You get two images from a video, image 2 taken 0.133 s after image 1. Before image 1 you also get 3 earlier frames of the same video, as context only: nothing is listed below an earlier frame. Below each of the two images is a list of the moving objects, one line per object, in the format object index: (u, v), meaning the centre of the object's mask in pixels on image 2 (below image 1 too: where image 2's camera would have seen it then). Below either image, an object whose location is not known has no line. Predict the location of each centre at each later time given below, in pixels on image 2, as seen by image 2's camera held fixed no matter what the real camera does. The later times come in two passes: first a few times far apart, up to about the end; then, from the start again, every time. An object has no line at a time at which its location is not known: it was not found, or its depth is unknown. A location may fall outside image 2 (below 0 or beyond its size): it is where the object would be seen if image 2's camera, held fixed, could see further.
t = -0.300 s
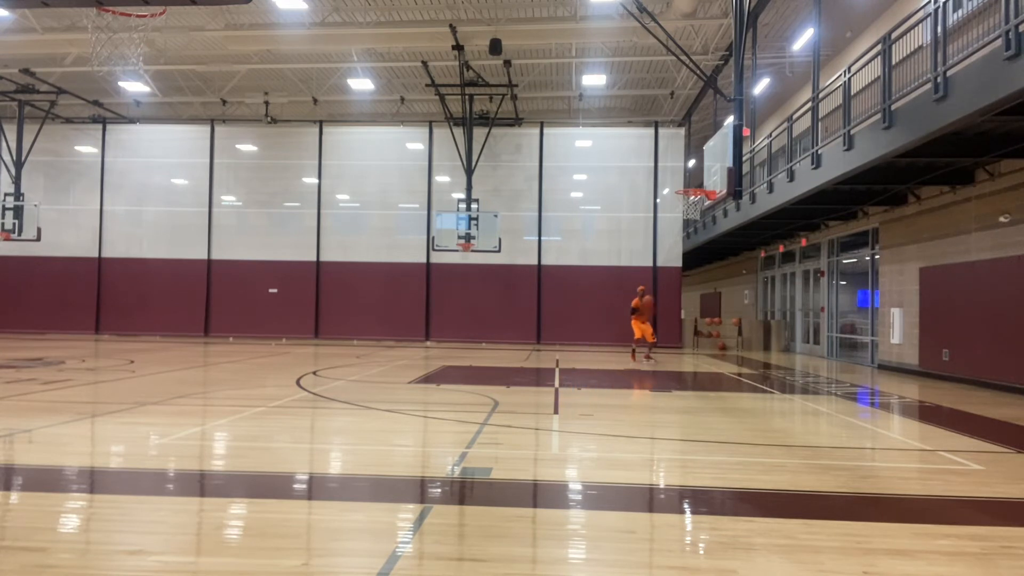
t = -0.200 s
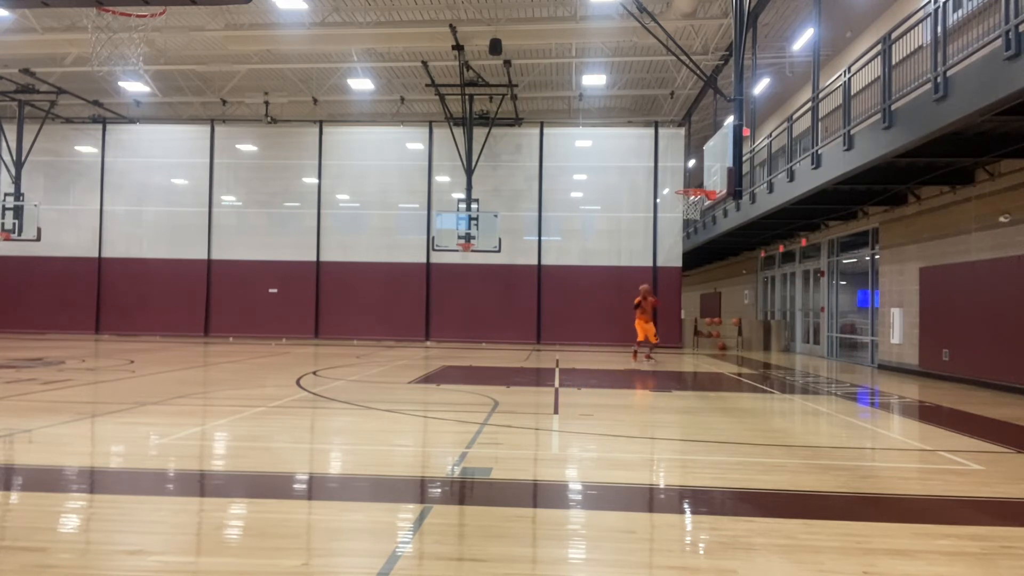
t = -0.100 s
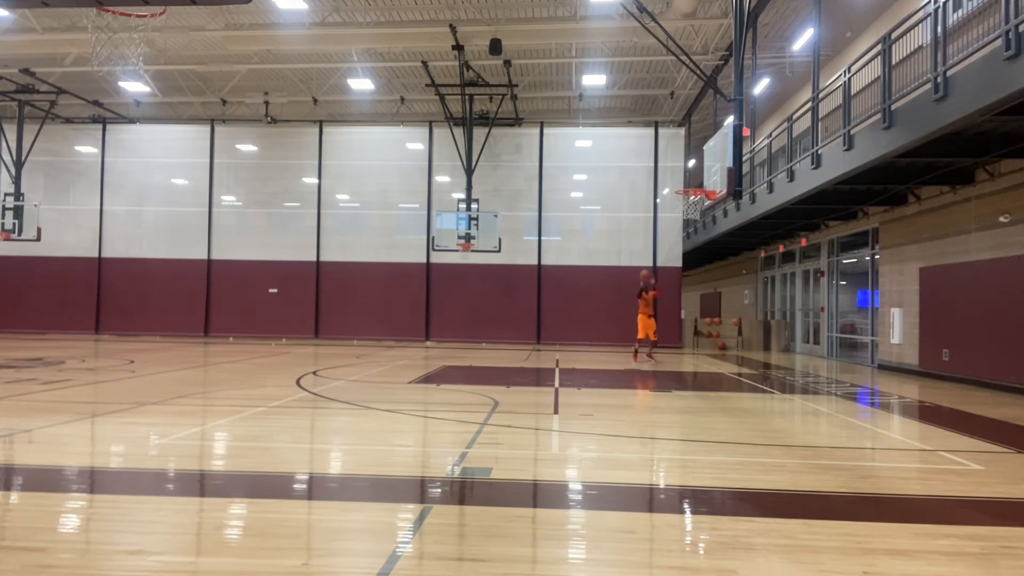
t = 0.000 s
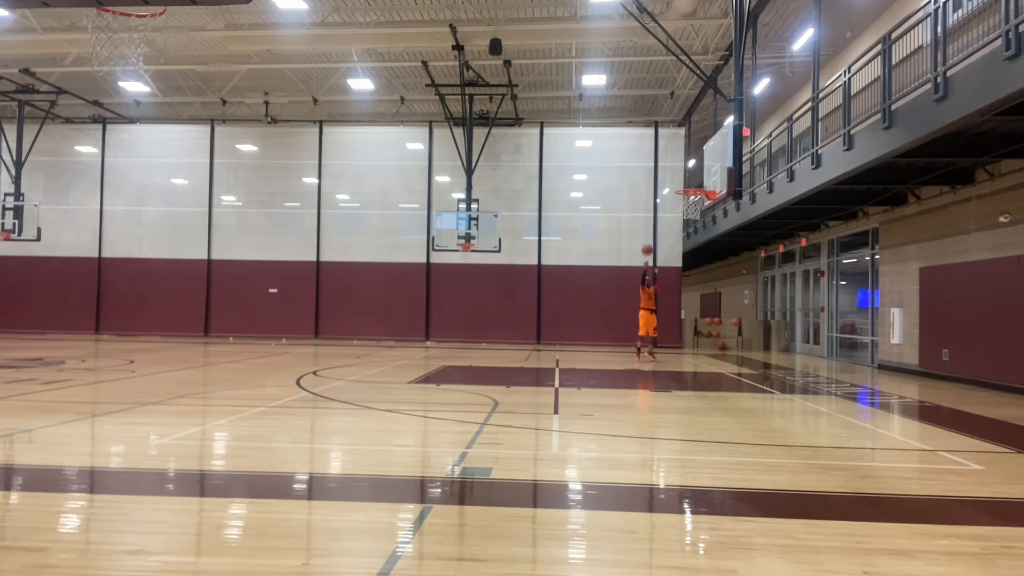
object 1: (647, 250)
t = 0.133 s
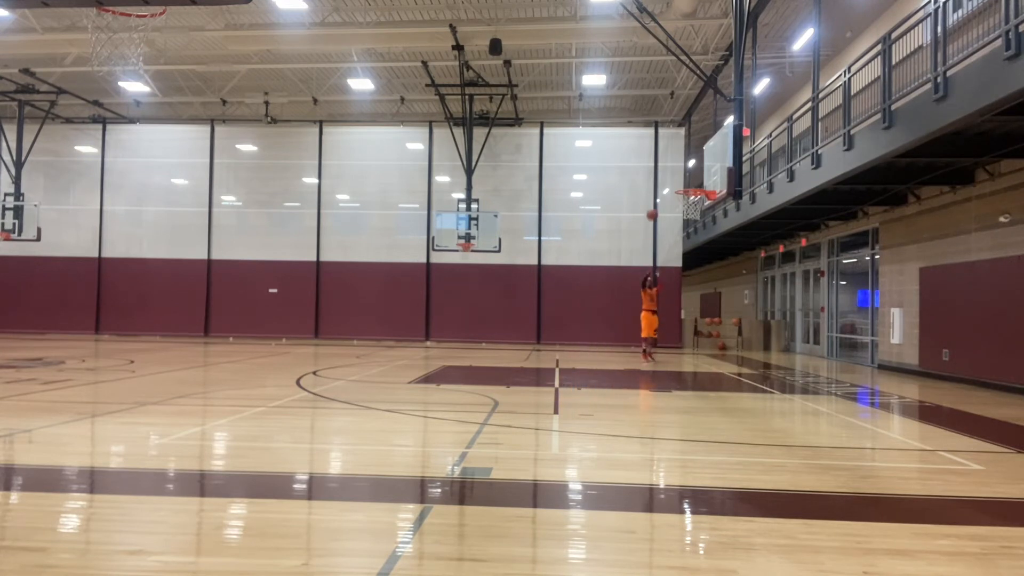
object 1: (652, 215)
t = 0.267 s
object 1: (657, 186)
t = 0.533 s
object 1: (669, 151)
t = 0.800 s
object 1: (680, 151)
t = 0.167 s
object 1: (653, 207)
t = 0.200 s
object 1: (655, 199)
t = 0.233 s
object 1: (656, 192)
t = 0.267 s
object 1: (657, 186)
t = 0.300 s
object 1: (659, 180)
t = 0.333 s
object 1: (660, 174)
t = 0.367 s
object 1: (662, 169)
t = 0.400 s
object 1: (663, 165)
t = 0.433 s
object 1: (664, 161)
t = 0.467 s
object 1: (666, 157)
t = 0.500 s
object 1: (667, 154)
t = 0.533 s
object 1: (669, 151)
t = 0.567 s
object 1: (670, 149)
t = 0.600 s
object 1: (672, 147)
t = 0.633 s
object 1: (673, 147)
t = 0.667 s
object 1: (675, 146)
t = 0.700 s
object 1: (676, 146)
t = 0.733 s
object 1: (677, 147)
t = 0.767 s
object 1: (679, 148)
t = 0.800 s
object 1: (680, 151)
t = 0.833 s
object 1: (681, 153)
